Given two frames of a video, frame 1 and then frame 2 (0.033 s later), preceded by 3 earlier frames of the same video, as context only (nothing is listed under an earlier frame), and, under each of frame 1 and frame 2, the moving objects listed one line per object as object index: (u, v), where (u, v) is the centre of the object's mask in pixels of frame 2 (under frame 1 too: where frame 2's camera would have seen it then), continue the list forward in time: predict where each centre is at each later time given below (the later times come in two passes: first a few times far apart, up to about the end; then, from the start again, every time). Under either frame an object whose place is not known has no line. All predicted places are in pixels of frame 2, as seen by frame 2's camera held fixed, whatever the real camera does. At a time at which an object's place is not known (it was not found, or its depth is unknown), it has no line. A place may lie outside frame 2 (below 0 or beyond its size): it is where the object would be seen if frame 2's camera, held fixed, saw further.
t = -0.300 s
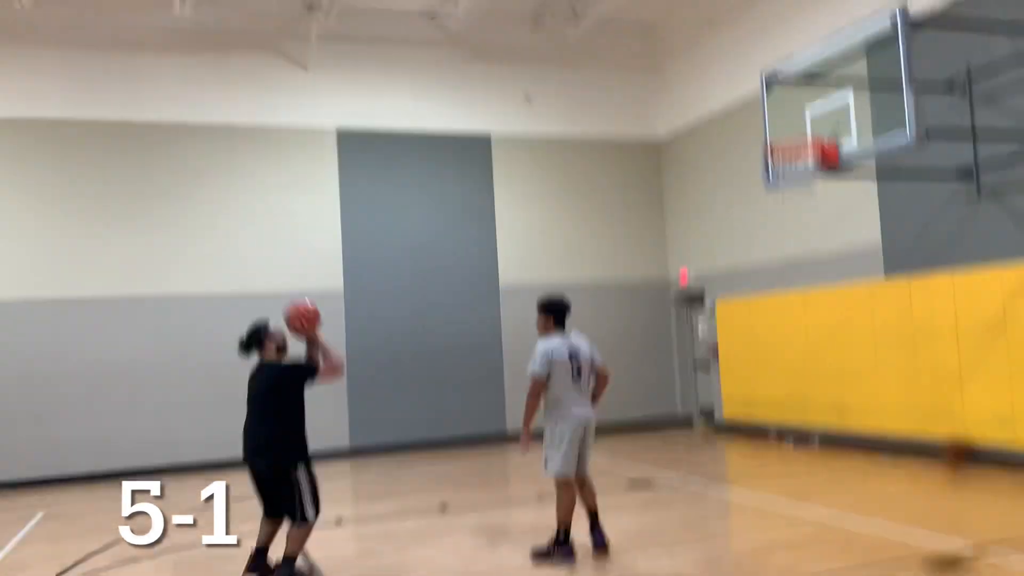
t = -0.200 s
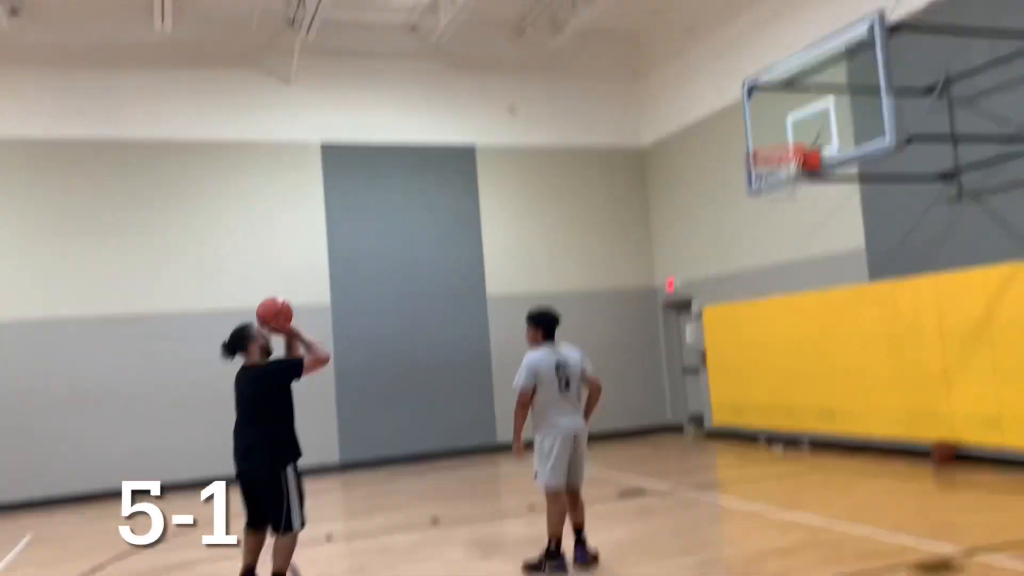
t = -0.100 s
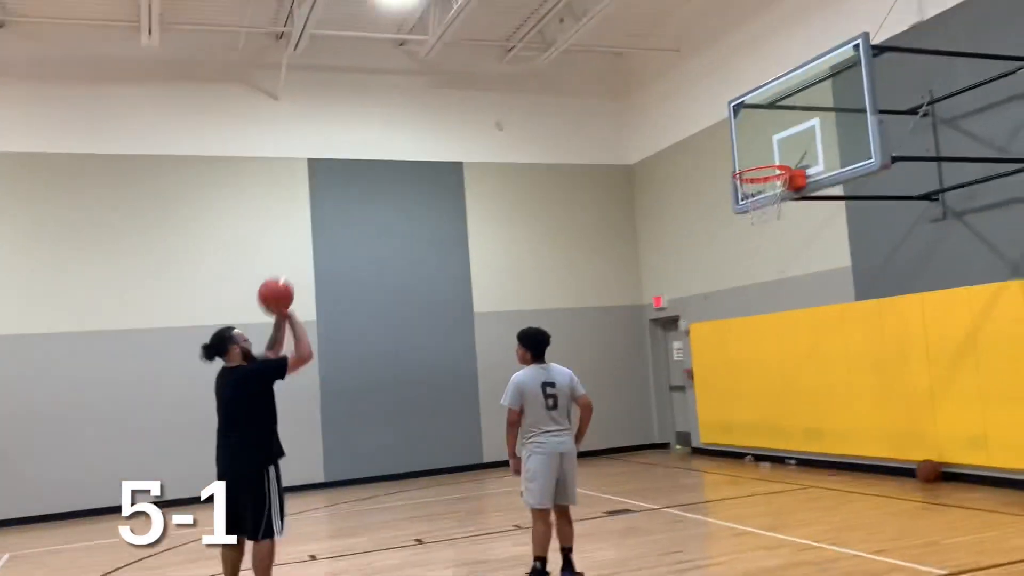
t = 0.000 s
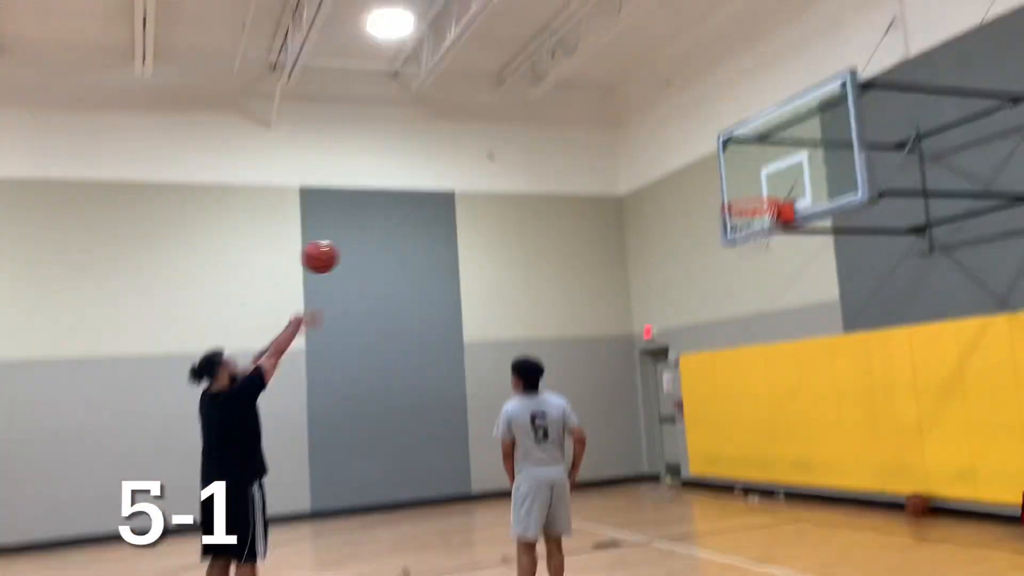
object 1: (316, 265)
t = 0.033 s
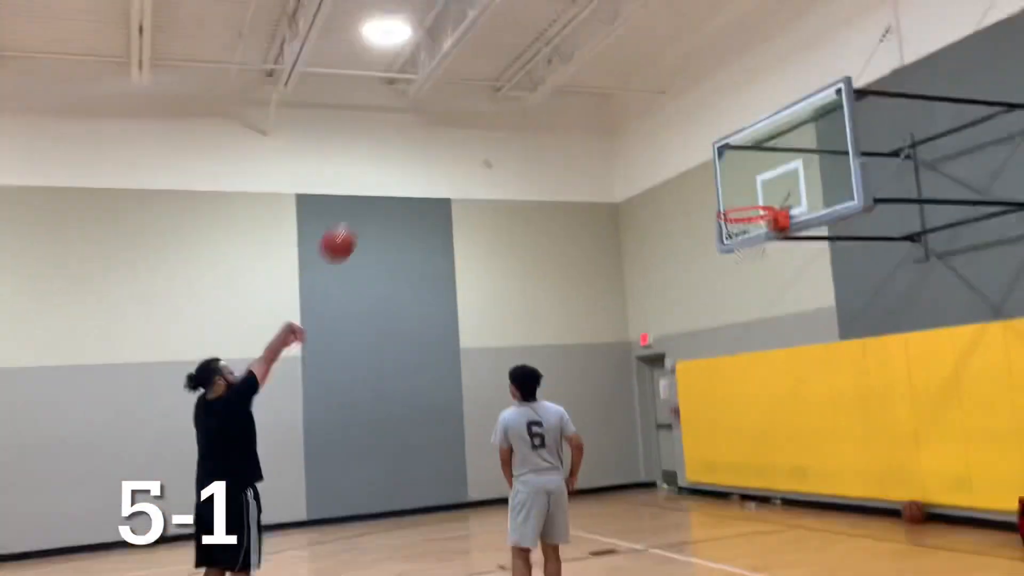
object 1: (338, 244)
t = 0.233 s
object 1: (455, 159)
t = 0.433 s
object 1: (560, 132)
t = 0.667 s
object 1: (668, 160)
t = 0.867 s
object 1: (756, 212)
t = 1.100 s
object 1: (728, 239)
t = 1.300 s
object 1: (750, 244)
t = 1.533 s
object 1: (784, 295)
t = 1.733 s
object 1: (816, 389)
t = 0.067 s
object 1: (358, 225)
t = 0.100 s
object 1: (378, 209)
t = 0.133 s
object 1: (399, 194)
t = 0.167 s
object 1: (418, 180)
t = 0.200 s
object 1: (437, 169)
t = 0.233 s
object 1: (455, 159)
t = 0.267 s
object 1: (475, 150)
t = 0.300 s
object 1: (492, 144)
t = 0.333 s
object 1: (509, 139)
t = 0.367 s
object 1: (526, 136)
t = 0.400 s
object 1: (542, 133)
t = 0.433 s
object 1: (560, 132)
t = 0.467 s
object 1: (575, 133)
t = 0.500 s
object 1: (591, 134)
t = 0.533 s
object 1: (606, 138)
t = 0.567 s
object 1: (622, 142)
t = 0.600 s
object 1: (639, 147)
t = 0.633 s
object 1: (654, 153)
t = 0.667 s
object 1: (668, 160)
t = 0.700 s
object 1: (685, 169)
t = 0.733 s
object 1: (699, 178)
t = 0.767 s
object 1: (714, 189)
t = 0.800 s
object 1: (727, 199)
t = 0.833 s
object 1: (742, 213)
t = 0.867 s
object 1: (756, 212)
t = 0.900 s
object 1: (759, 213)
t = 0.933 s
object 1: (745, 215)
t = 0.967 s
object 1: (736, 222)
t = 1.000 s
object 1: (732, 227)
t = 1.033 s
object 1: (727, 233)
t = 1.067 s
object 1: (726, 236)
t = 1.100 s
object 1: (728, 239)
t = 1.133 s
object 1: (729, 239)
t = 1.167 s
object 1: (732, 239)
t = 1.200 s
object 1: (736, 239)
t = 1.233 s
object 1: (741, 240)
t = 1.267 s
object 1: (746, 242)
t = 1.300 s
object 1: (750, 244)
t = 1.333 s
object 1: (755, 254)
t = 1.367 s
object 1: (760, 256)
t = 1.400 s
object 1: (765, 260)
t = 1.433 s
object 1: (770, 265)
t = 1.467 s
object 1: (774, 274)
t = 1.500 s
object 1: (779, 284)
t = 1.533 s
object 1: (784, 295)
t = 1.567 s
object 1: (789, 307)
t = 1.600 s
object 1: (794, 321)
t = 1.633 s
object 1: (799, 335)
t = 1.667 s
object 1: (805, 352)
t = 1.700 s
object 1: (810, 369)
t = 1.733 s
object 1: (816, 389)
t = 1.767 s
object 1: (822, 410)
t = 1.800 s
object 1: (826, 434)
